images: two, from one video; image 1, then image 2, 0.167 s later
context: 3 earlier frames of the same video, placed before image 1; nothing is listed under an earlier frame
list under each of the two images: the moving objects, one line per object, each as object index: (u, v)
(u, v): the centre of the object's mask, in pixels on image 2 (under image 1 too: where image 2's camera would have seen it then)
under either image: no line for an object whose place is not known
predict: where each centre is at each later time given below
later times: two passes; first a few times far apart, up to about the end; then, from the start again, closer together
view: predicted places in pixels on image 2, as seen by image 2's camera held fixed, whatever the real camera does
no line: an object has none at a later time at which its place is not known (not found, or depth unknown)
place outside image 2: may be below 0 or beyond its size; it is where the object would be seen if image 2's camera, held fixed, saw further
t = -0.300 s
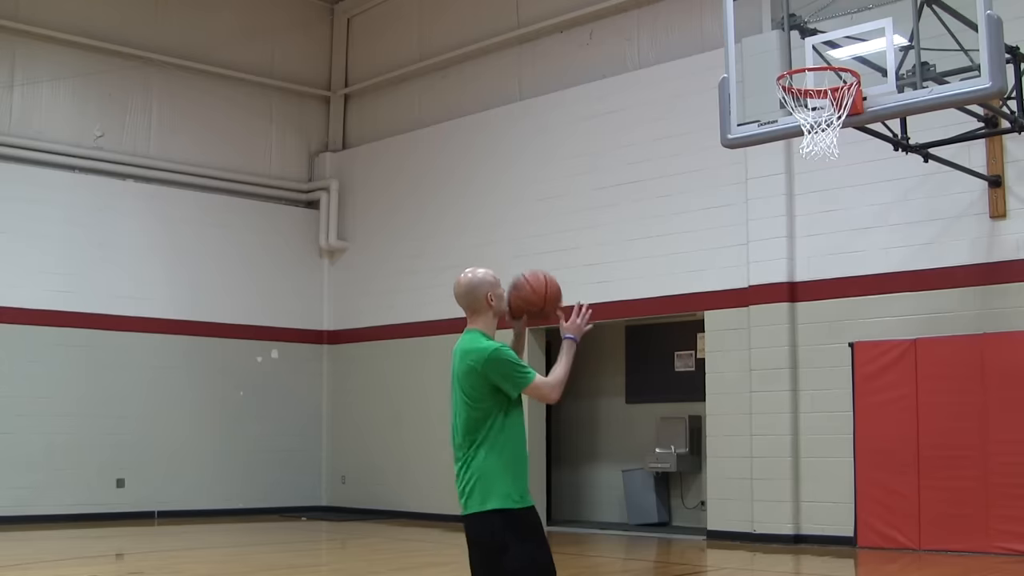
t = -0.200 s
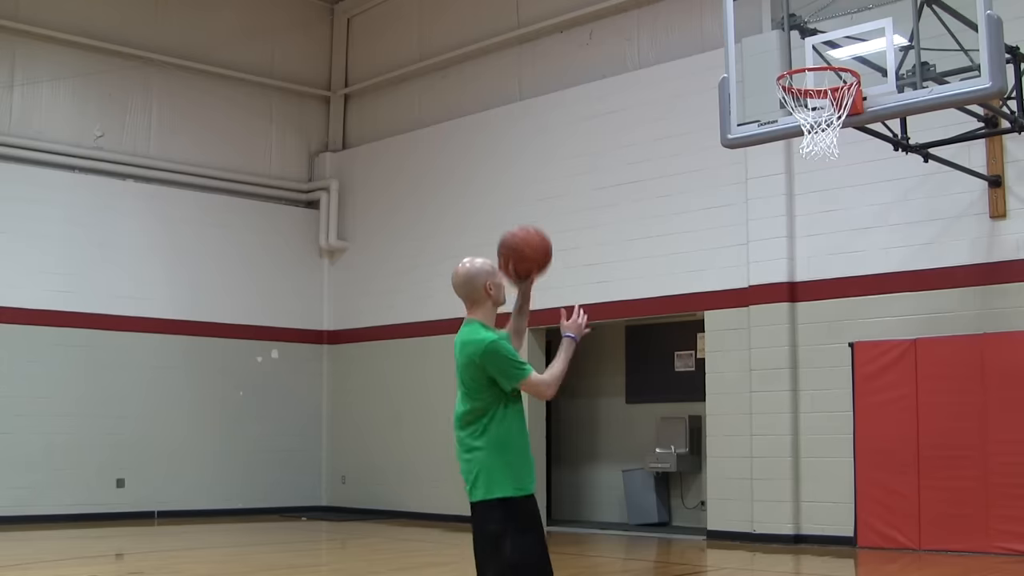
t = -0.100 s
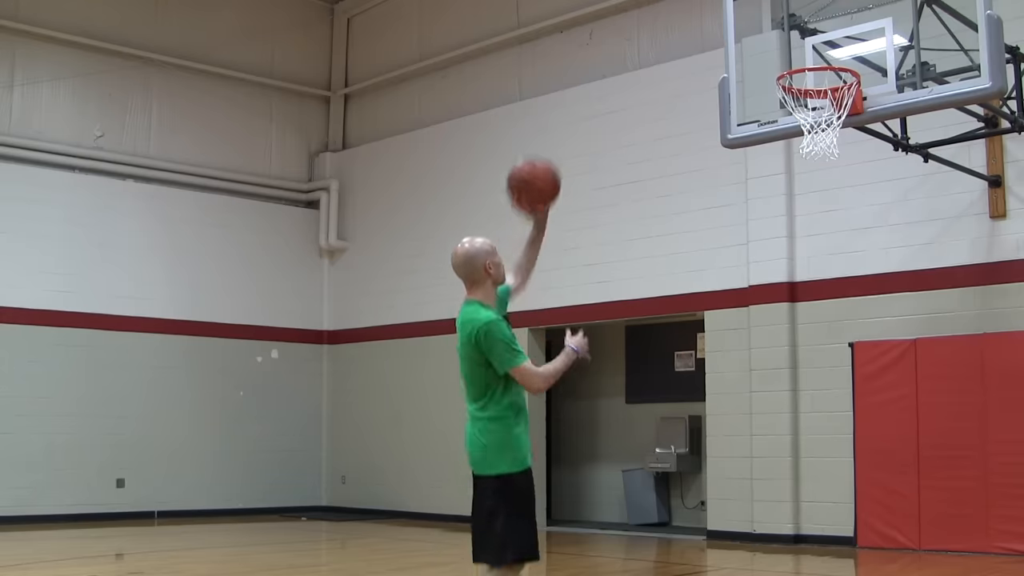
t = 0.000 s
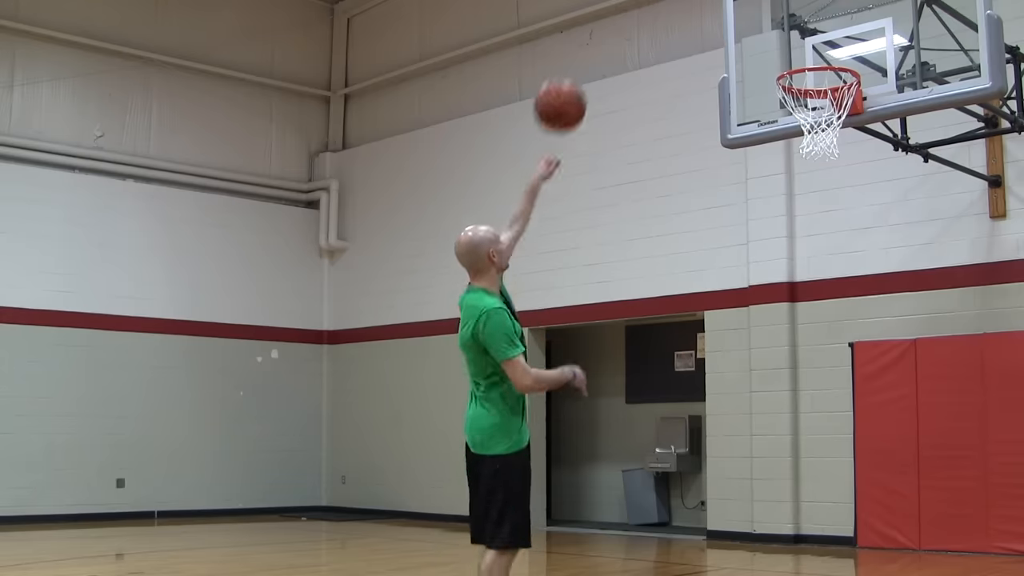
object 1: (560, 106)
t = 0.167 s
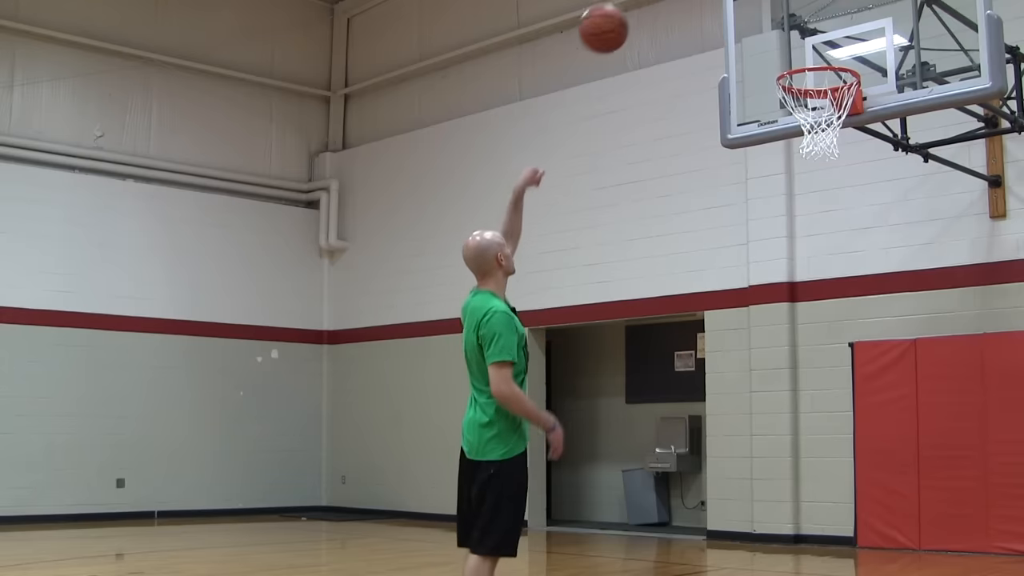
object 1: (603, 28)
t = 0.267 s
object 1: (628, 16)
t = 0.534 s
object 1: (689, 52)
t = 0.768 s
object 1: (740, 185)
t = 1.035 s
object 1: (794, 442)
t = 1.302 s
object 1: (824, 467)
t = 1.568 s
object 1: (837, 333)
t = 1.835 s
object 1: (851, 317)
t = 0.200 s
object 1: (611, 21)
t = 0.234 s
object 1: (619, 17)
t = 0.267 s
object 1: (628, 16)
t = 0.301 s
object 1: (636, 14)
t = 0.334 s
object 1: (644, 14)
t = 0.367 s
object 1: (651, 15)
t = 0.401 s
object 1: (659, 18)
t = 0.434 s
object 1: (667, 21)
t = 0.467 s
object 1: (674, 30)
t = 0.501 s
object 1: (681, 40)
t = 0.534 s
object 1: (689, 52)
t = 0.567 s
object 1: (696, 65)
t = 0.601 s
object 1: (704, 81)
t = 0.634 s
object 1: (710, 99)
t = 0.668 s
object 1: (718, 117)
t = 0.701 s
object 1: (725, 138)
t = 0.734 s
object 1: (733, 162)
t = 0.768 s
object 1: (740, 185)
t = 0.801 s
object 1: (747, 211)
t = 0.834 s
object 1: (754, 239)
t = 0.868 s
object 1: (761, 267)
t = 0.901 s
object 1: (767, 301)
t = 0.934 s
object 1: (775, 334)
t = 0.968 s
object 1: (780, 369)
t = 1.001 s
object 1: (788, 405)
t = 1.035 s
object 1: (794, 442)
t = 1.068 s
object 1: (800, 482)
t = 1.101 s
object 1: (807, 523)
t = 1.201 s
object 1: (818, 549)
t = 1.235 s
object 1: (822, 521)
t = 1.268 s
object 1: (823, 492)
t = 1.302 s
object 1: (824, 467)
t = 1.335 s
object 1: (827, 443)
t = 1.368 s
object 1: (828, 422)
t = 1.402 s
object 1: (830, 403)
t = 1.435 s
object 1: (831, 385)
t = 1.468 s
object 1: (832, 369)
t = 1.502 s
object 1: (833, 355)
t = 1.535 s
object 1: (836, 344)
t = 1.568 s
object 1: (837, 333)
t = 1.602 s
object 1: (839, 325)
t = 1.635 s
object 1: (840, 319)
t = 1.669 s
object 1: (842, 314)
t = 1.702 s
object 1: (844, 311)
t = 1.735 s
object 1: (846, 310)
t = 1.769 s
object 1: (848, 311)
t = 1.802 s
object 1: (850, 313)
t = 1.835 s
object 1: (851, 317)
